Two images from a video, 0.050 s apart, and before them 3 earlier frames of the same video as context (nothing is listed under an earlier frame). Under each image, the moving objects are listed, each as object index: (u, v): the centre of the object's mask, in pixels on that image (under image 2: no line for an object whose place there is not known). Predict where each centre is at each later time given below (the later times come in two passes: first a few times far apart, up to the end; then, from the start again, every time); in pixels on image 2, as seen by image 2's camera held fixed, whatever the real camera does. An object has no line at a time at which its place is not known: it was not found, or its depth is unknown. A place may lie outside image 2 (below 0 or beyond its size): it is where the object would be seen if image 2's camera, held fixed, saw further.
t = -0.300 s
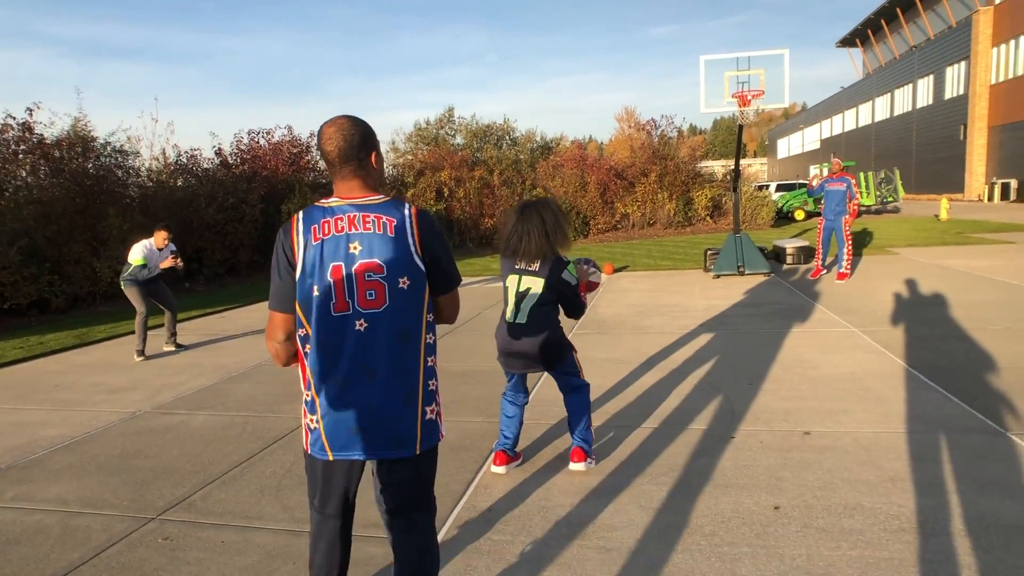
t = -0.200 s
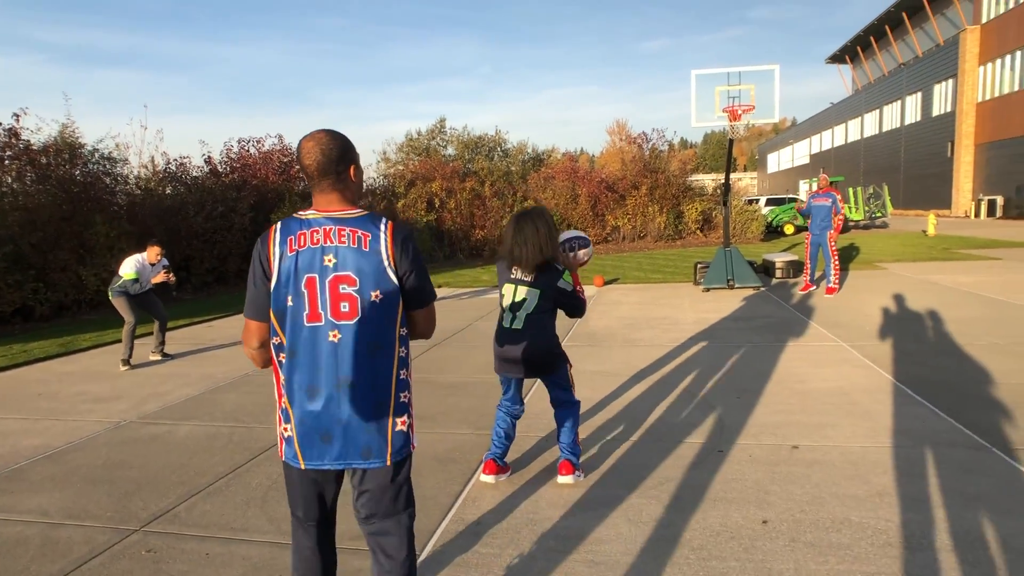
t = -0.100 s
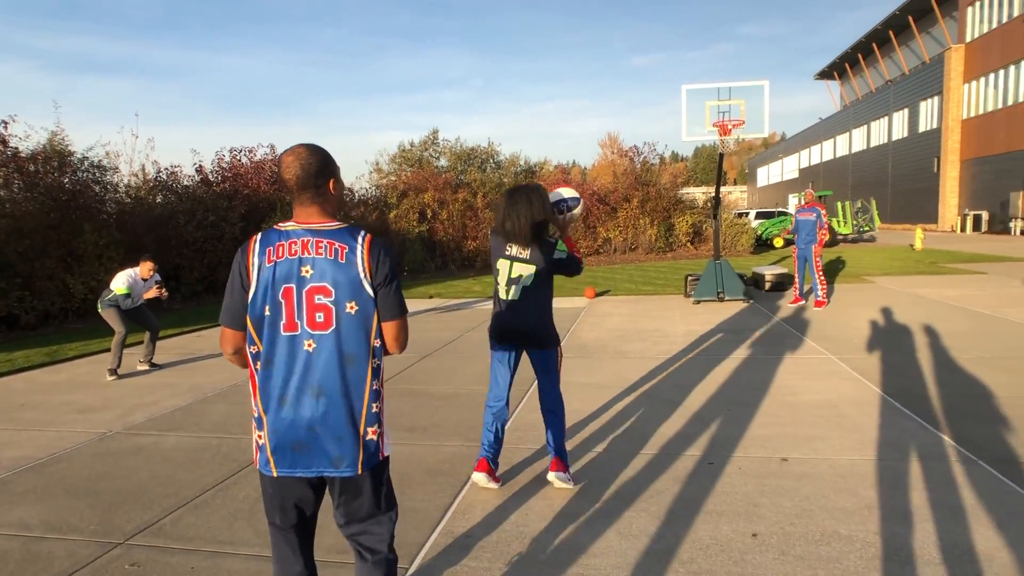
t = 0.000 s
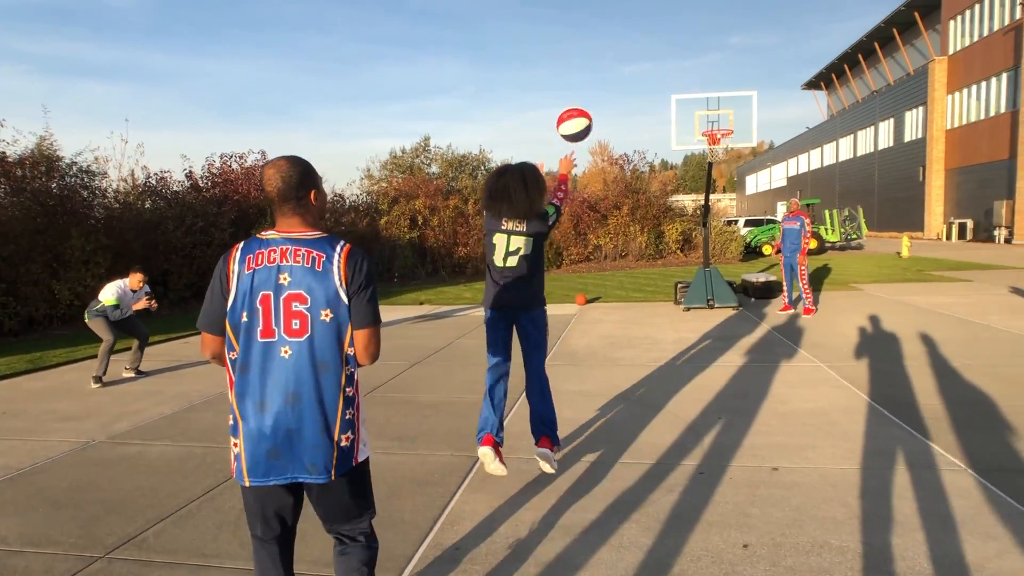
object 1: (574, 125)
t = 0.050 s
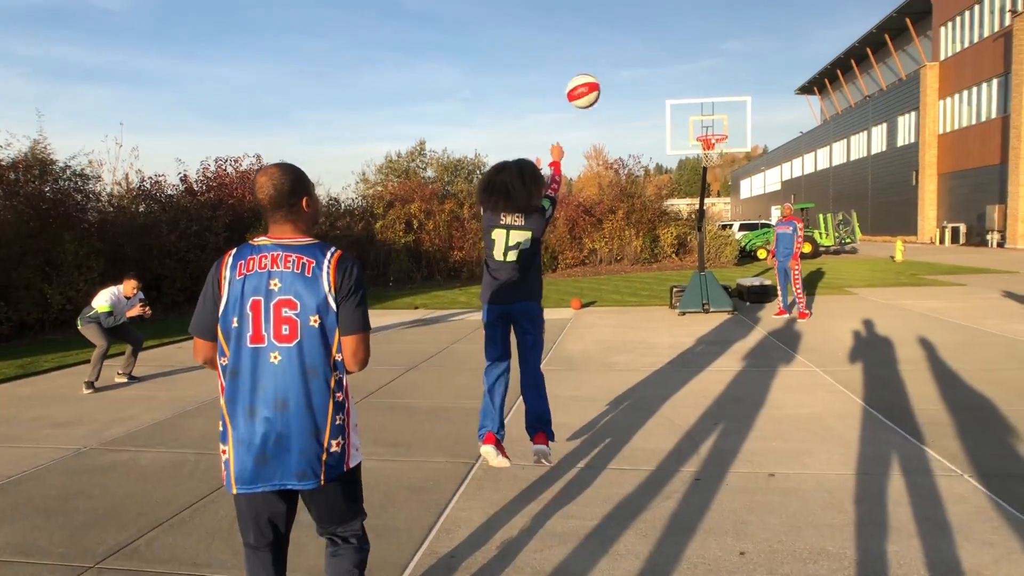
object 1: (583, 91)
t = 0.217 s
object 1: (618, 15)
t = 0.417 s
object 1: (649, -19)
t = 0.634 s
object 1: (673, -10)
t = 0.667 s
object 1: (675, -5)
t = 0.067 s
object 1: (587, 80)
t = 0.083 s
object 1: (591, 70)
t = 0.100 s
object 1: (595, 61)
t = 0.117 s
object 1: (598, 53)
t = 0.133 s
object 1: (602, 45)
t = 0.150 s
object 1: (605, 38)
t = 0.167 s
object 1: (609, 32)
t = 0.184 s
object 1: (612, 26)
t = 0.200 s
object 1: (615, 20)
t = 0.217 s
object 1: (618, 15)
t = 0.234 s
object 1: (621, 11)
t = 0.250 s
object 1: (624, 6)
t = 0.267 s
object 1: (626, 2)
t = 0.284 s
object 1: (629, -2)
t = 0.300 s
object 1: (632, -6)
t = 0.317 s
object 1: (635, -8)
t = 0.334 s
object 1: (638, -11)
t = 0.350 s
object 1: (640, -13)
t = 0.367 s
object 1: (642, -14)
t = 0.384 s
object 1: (644, -16)
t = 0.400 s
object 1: (647, -17)
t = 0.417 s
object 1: (649, -19)
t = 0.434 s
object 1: (651, -19)
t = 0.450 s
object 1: (653, -20)
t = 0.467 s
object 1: (655, -20)
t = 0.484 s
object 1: (657, -20)
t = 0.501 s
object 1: (659, -20)
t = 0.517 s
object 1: (661, -19)
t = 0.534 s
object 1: (663, -18)
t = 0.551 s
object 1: (665, -17)
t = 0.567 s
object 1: (667, -16)
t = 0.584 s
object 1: (668, -15)
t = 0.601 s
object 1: (670, -13)
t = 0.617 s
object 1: (671, -11)
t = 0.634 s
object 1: (673, -10)
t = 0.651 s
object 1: (674, -8)
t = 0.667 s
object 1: (675, -5)
